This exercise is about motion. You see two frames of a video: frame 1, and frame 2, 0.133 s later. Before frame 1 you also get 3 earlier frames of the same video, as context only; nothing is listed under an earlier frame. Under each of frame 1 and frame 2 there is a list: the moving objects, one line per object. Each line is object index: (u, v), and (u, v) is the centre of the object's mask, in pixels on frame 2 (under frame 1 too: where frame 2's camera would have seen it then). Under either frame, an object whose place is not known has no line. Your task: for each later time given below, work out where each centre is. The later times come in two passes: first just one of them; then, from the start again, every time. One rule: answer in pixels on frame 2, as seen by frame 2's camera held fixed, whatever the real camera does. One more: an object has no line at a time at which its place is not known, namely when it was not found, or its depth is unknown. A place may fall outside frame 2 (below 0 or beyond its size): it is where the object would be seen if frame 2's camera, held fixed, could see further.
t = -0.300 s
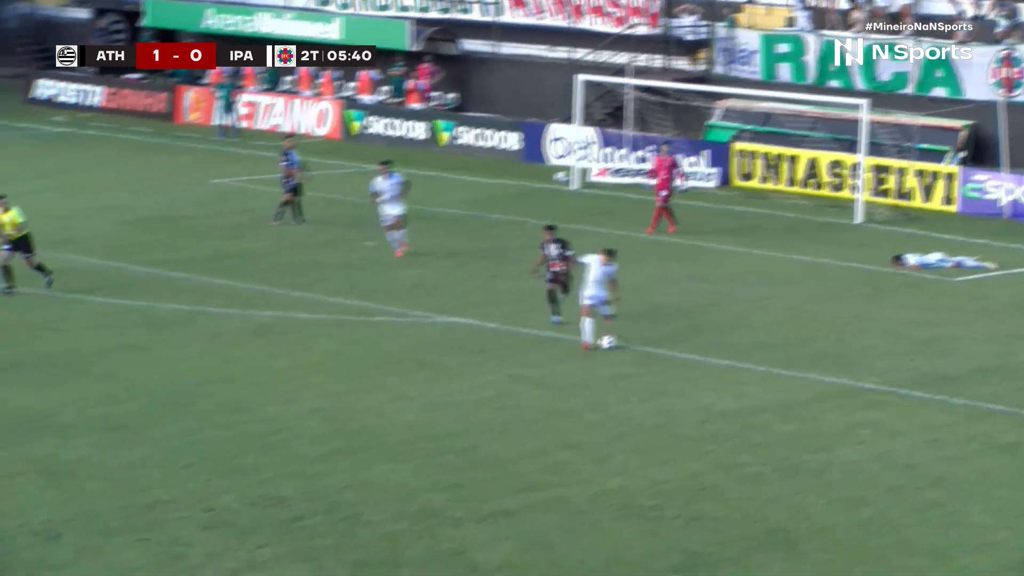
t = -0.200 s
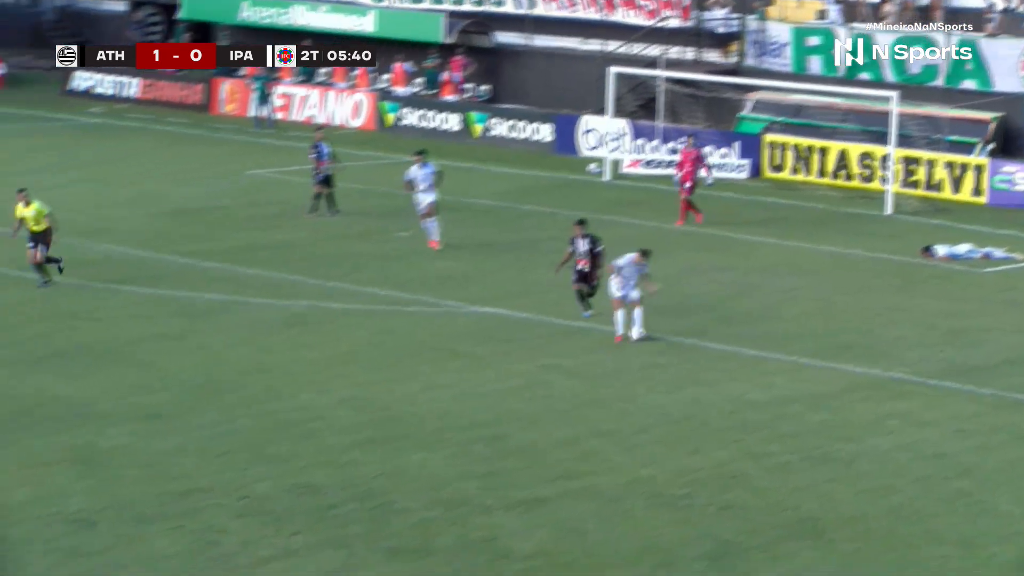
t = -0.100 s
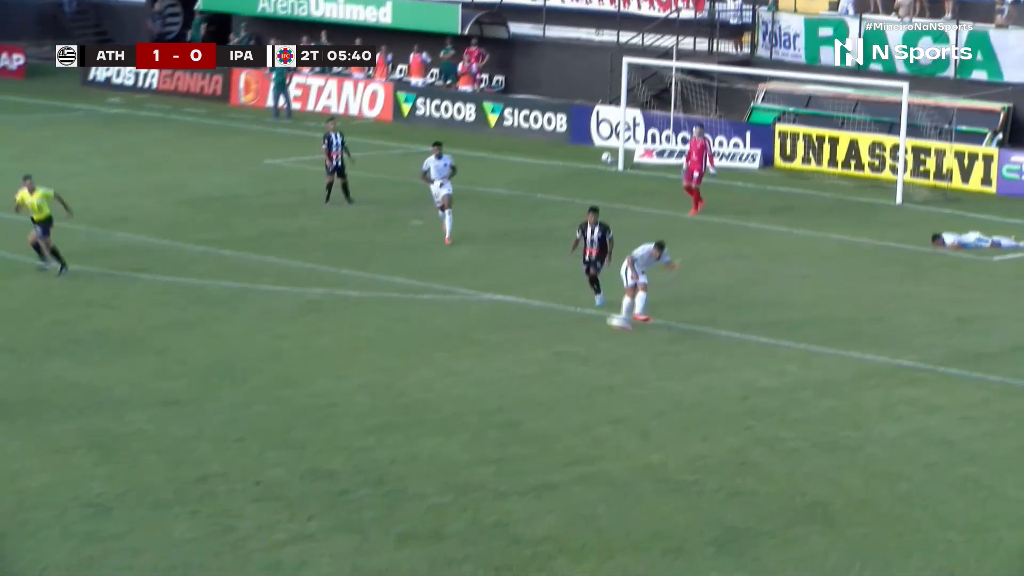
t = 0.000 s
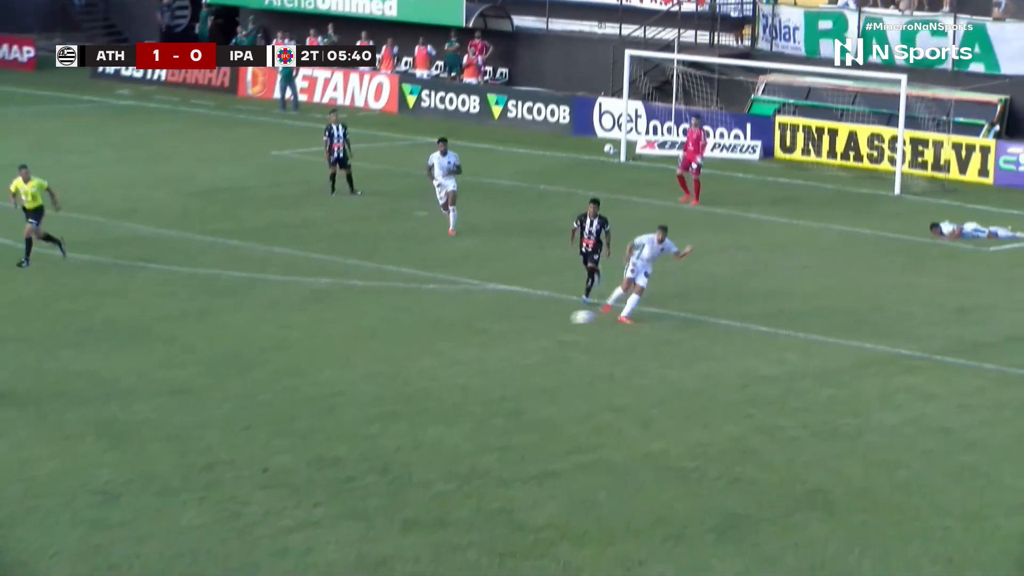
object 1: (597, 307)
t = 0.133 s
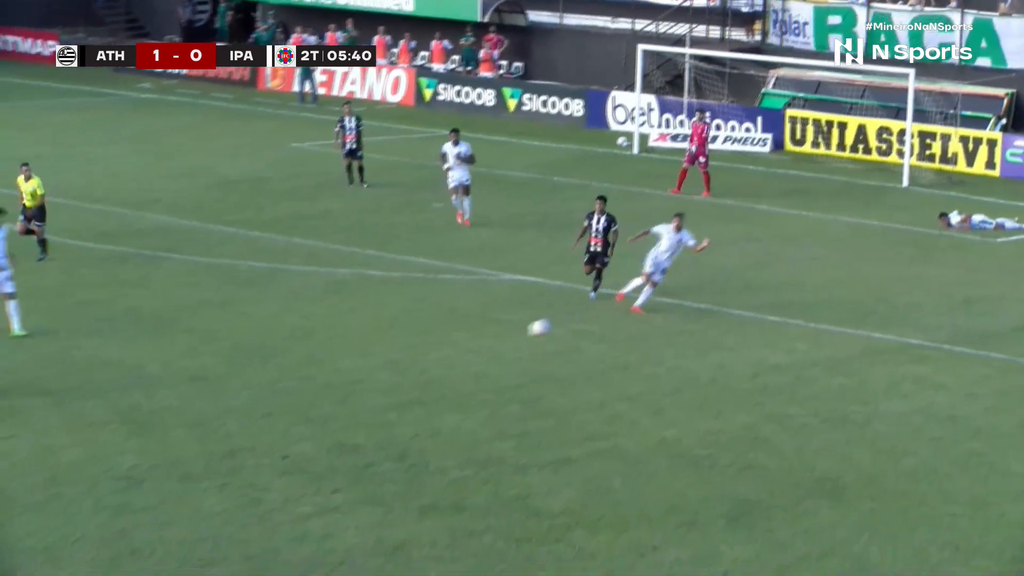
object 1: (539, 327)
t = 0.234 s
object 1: (489, 353)
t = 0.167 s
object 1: (523, 335)
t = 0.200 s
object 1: (506, 343)
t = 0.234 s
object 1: (489, 353)
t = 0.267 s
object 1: (472, 365)
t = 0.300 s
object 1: (453, 376)
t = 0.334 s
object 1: (434, 390)
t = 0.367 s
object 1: (414, 405)
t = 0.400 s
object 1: (394, 422)
